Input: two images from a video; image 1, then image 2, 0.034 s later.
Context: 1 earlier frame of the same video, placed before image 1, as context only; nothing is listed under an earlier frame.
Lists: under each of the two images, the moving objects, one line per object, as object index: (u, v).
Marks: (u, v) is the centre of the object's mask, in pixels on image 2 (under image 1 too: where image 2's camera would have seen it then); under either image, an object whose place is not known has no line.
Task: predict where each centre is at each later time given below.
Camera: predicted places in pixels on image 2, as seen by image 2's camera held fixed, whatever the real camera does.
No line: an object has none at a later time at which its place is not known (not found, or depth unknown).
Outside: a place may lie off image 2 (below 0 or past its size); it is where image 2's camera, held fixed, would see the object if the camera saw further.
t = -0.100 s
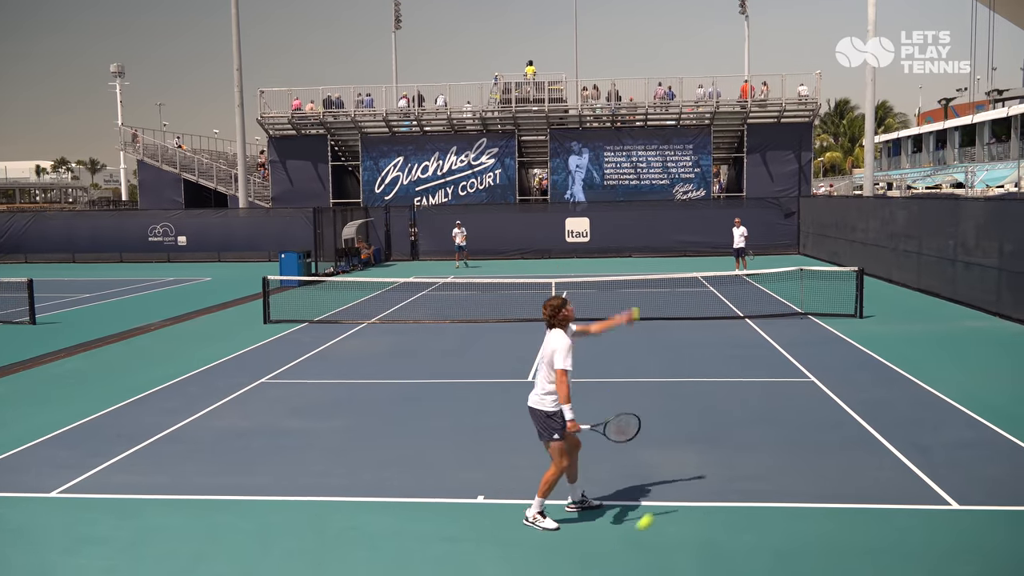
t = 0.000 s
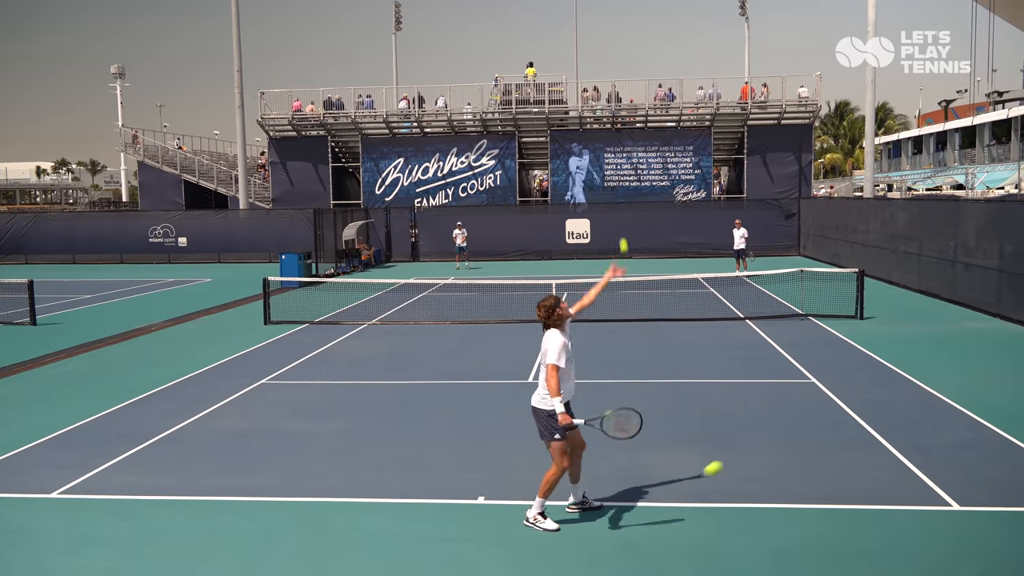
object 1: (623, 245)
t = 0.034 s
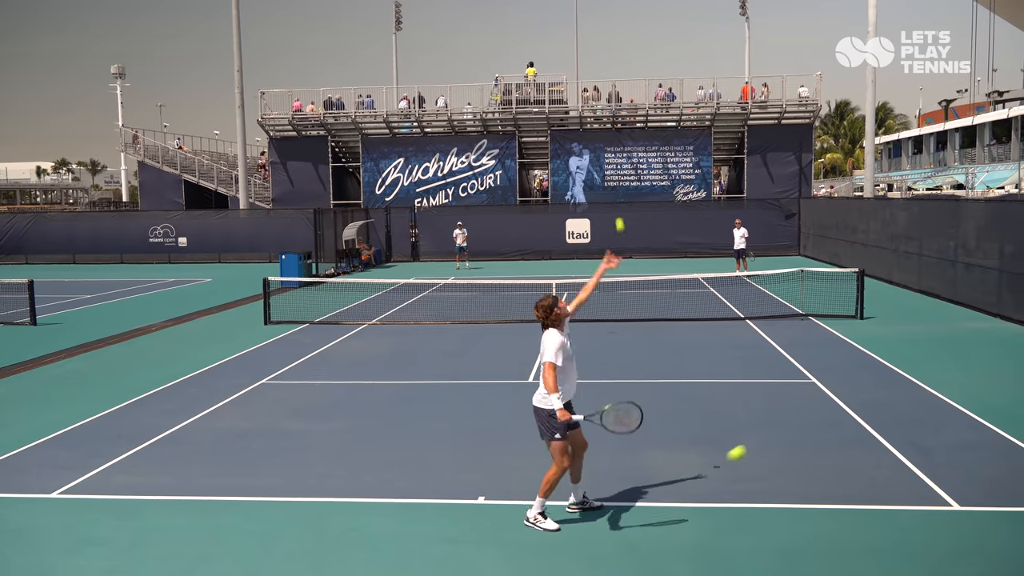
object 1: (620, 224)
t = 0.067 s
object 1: (616, 205)
